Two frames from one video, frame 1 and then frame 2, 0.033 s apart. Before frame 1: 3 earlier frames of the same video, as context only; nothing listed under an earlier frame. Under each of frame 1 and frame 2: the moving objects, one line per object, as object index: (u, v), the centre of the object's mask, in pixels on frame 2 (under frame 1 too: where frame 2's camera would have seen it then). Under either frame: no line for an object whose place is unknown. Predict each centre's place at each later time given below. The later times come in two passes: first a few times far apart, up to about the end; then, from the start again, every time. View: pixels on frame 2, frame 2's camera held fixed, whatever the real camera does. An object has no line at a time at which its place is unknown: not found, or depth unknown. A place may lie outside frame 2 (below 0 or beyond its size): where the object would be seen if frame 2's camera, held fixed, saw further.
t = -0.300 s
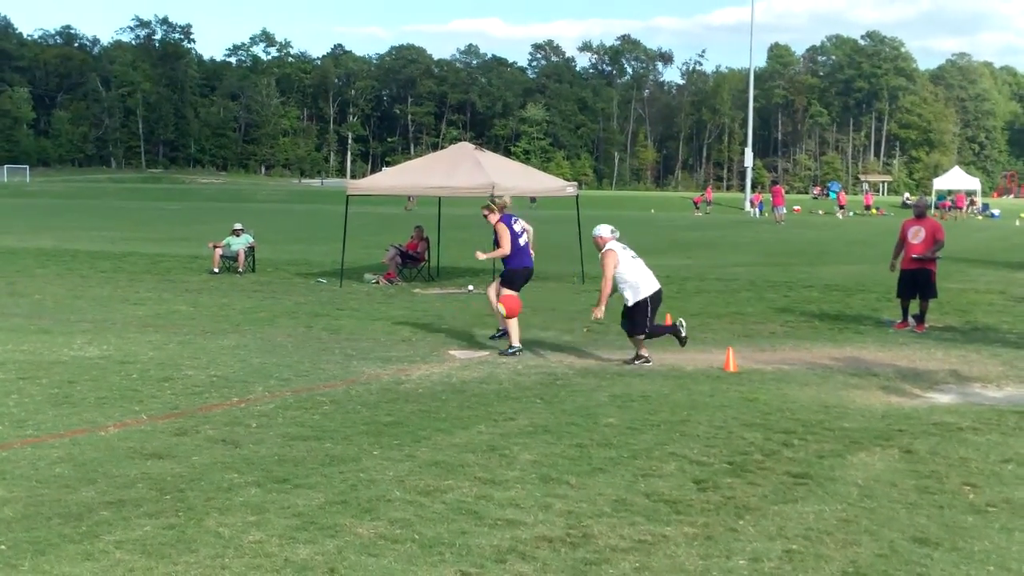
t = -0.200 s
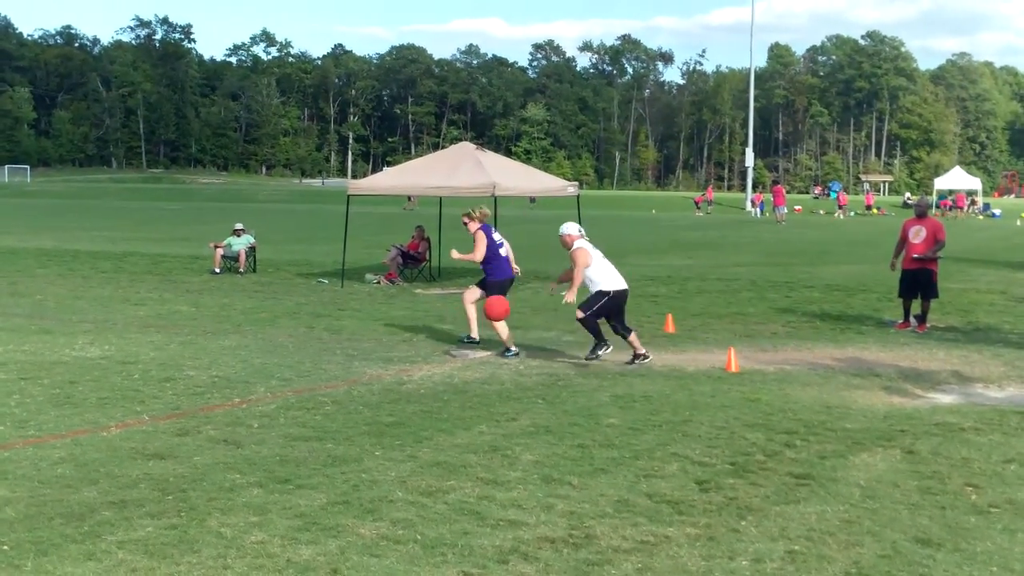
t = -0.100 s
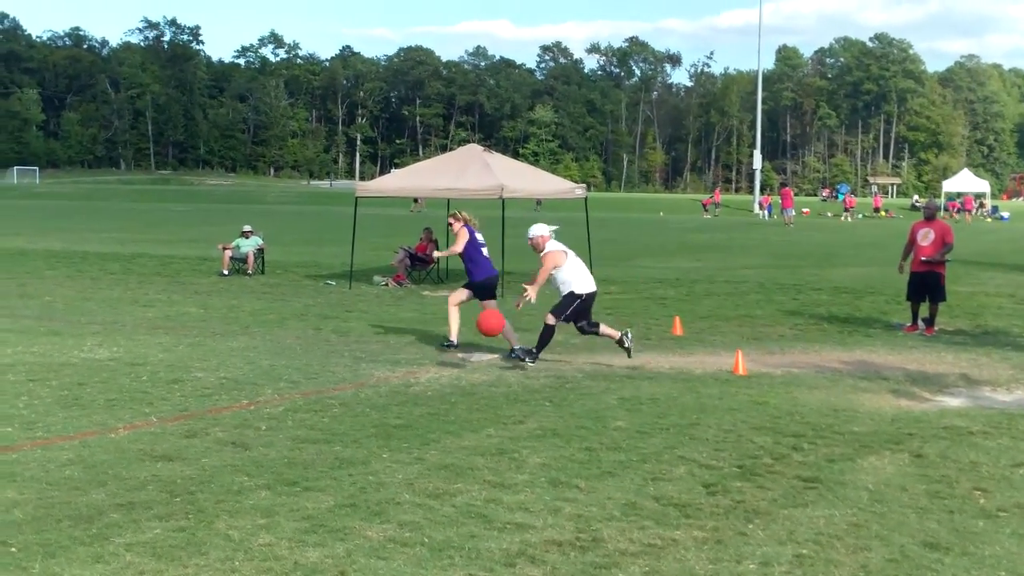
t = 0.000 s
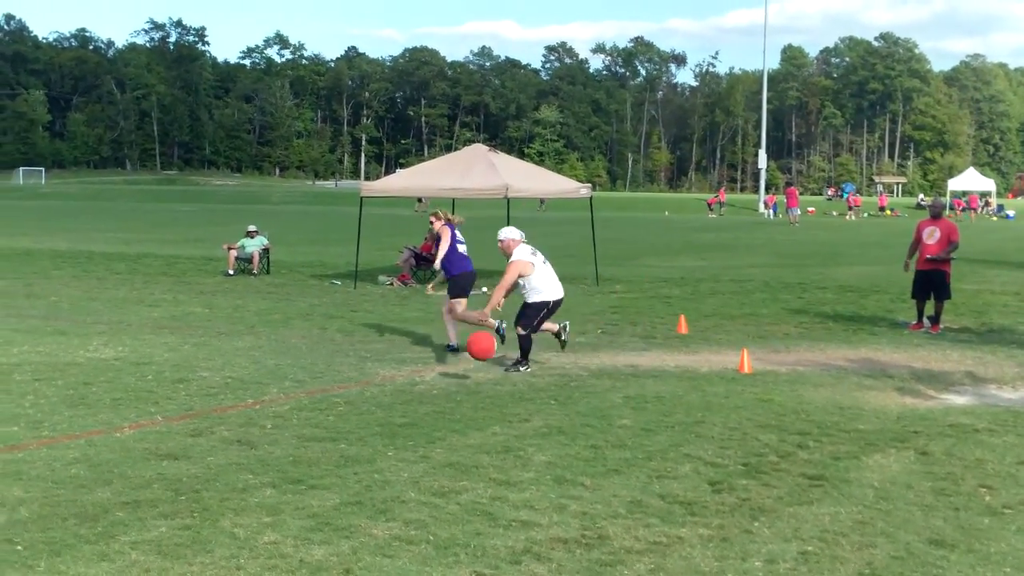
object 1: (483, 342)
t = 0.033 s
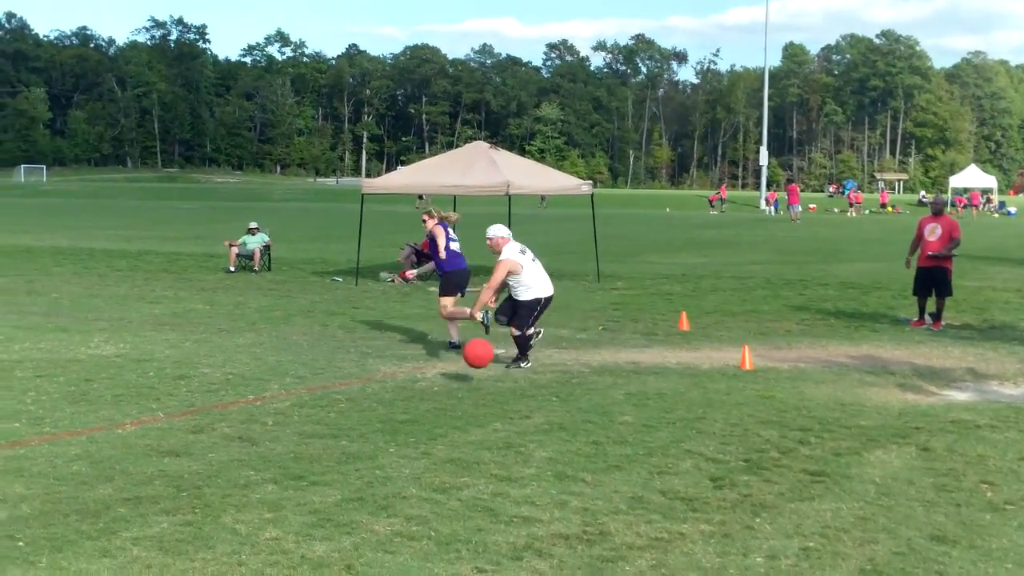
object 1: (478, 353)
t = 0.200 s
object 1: (458, 364)
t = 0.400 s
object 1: (437, 352)
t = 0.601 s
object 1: (415, 391)
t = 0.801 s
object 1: (387, 390)
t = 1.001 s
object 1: (356, 419)
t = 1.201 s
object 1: (324, 424)
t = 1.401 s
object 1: (288, 438)
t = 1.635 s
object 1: (242, 456)
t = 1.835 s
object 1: (199, 468)
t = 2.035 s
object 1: (156, 480)
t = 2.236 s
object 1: (110, 493)
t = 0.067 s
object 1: (473, 365)
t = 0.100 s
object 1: (468, 379)
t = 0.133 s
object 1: (465, 378)
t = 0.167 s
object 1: (462, 371)
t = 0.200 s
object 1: (458, 364)
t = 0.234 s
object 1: (455, 359)
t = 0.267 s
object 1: (452, 355)
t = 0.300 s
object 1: (448, 352)
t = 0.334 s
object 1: (445, 351)
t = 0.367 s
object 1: (441, 351)
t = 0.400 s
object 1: (437, 352)
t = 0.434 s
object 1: (434, 354)
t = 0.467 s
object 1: (430, 359)
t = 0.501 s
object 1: (427, 365)
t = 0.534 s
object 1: (423, 372)
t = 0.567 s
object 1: (419, 380)
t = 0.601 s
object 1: (415, 391)
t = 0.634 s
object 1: (411, 402)
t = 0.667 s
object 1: (407, 402)
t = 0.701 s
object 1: (402, 397)
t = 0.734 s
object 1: (398, 392)
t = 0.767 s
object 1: (393, 390)
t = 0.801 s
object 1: (387, 390)
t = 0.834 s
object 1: (382, 391)
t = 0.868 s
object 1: (377, 393)
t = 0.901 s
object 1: (372, 397)
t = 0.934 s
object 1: (367, 403)
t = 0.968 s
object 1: (362, 411)
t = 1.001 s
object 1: (356, 419)
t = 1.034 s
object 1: (351, 422)
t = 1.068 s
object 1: (346, 420)
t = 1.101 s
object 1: (341, 418)
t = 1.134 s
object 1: (335, 418)
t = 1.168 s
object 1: (330, 420)
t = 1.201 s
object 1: (324, 424)
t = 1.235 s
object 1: (318, 429)
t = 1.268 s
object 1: (312, 434)
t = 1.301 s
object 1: (307, 435)
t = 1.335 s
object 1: (301, 435)
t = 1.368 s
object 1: (294, 436)
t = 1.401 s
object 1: (288, 438)
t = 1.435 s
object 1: (282, 442)
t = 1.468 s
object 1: (276, 446)
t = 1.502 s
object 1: (269, 448)
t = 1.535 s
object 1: (263, 449)
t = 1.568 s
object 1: (256, 451)
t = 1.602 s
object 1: (249, 454)
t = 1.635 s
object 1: (242, 456)
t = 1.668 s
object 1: (235, 457)
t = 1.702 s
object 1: (228, 459)
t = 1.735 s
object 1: (221, 462)
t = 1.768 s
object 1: (214, 465)
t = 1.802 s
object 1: (207, 467)
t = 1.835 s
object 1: (199, 468)
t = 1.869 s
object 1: (192, 470)
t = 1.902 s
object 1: (185, 472)
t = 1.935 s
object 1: (178, 475)
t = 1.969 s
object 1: (170, 477)
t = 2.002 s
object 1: (163, 478)
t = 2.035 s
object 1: (156, 480)
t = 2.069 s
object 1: (149, 483)
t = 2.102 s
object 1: (141, 486)
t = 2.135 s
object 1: (134, 488)
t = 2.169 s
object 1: (126, 489)
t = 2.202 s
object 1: (118, 491)
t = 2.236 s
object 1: (110, 493)
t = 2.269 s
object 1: (102, 495)
